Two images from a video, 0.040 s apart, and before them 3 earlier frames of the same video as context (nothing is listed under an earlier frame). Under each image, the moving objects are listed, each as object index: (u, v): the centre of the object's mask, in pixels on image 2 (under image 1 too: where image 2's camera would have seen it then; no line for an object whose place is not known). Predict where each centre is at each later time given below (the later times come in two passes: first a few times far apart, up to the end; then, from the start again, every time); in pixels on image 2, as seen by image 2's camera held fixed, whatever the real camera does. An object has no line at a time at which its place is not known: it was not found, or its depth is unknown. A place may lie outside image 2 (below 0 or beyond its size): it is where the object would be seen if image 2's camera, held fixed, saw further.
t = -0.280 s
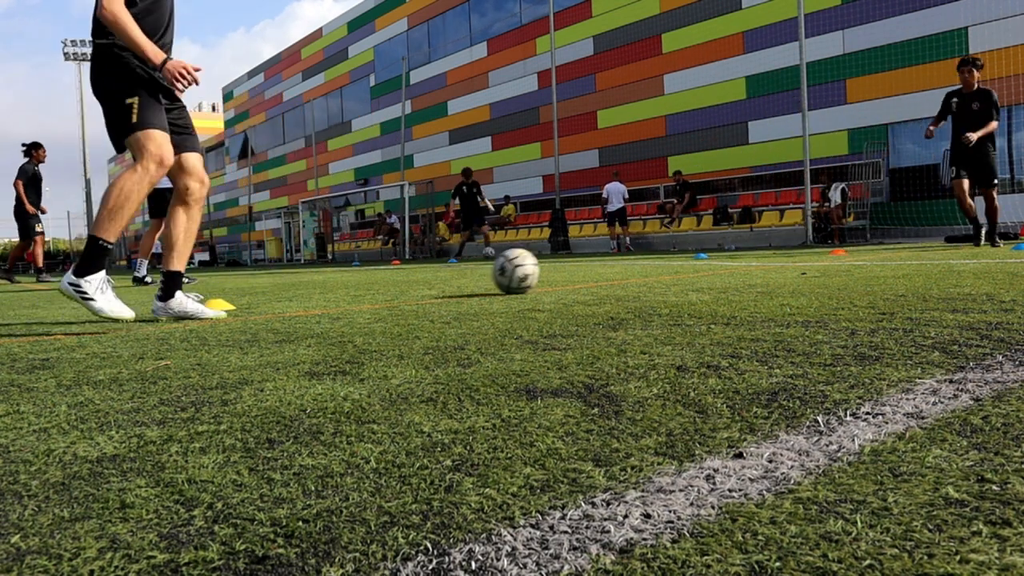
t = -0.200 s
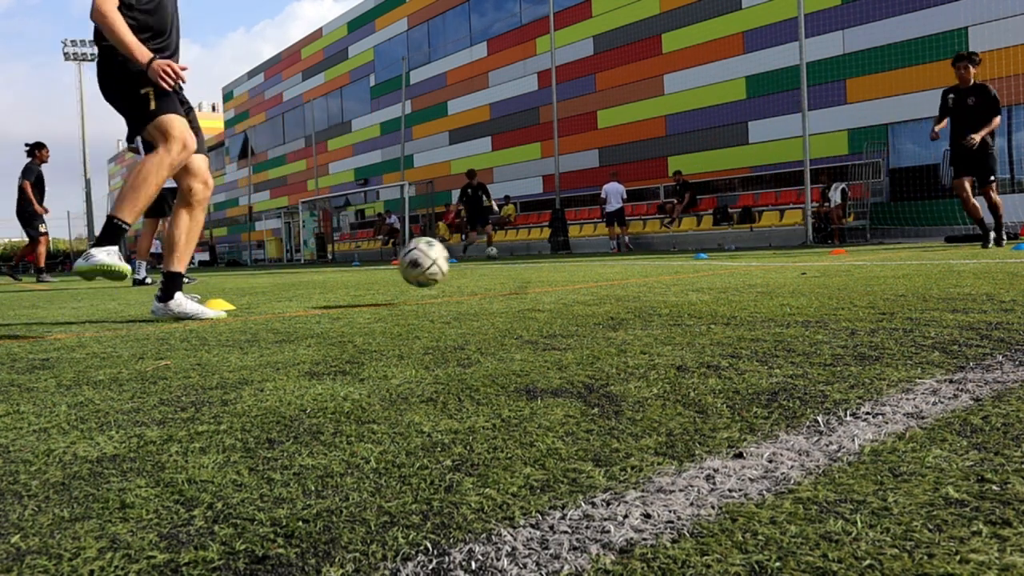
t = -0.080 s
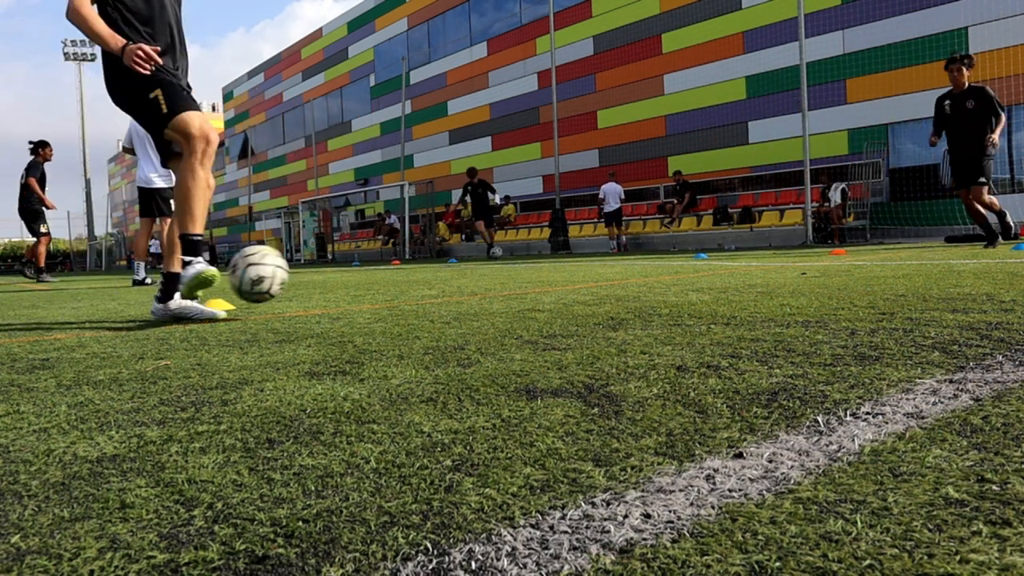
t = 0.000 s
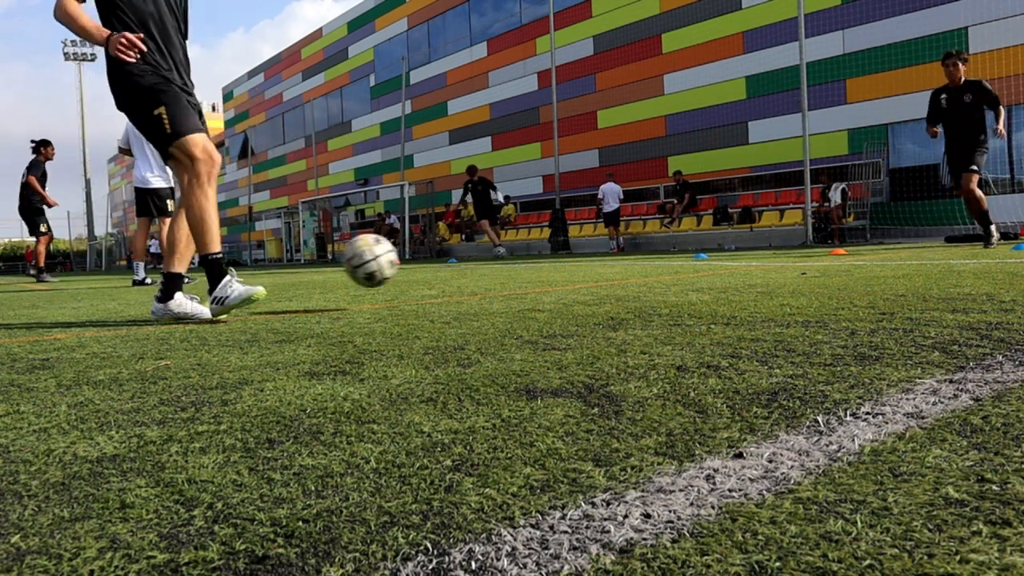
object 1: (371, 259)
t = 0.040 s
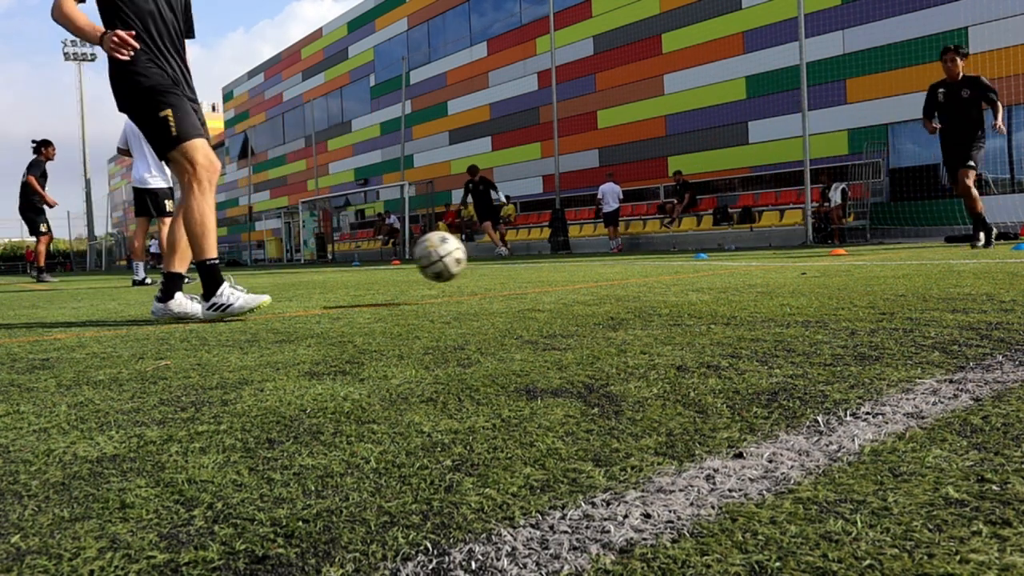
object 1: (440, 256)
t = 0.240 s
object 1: (689, 251)
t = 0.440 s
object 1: (828, 243)
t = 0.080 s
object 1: (503, 256)
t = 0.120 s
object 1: (561, 259)
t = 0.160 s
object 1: (612, 265)
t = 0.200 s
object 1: (652, 258)
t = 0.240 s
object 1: (689, 251)
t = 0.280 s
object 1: (722, 247)
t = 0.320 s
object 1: (753, 247)
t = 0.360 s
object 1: (782, 249)
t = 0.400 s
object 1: (807, 249)
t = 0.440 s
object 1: (828, 243)
